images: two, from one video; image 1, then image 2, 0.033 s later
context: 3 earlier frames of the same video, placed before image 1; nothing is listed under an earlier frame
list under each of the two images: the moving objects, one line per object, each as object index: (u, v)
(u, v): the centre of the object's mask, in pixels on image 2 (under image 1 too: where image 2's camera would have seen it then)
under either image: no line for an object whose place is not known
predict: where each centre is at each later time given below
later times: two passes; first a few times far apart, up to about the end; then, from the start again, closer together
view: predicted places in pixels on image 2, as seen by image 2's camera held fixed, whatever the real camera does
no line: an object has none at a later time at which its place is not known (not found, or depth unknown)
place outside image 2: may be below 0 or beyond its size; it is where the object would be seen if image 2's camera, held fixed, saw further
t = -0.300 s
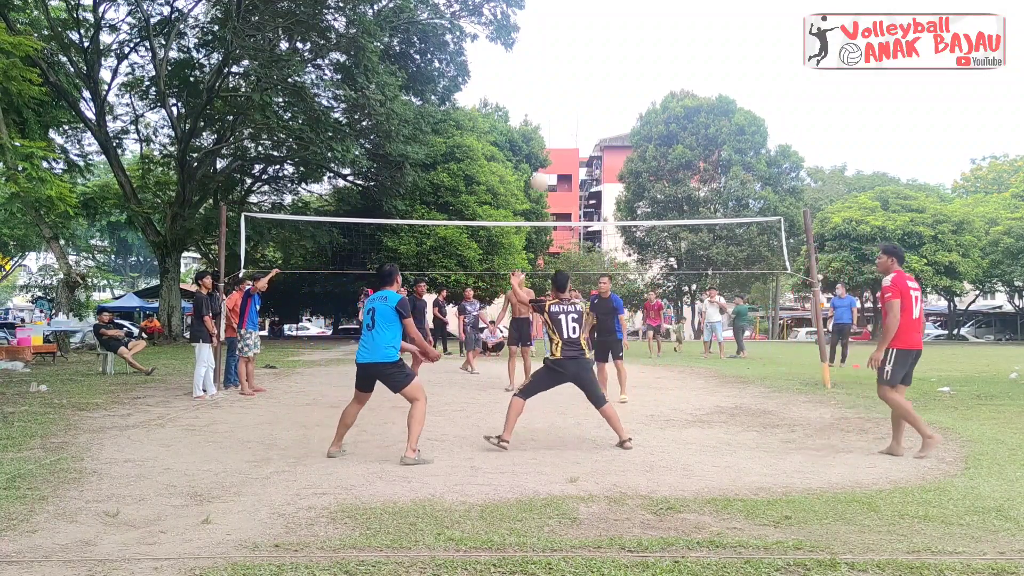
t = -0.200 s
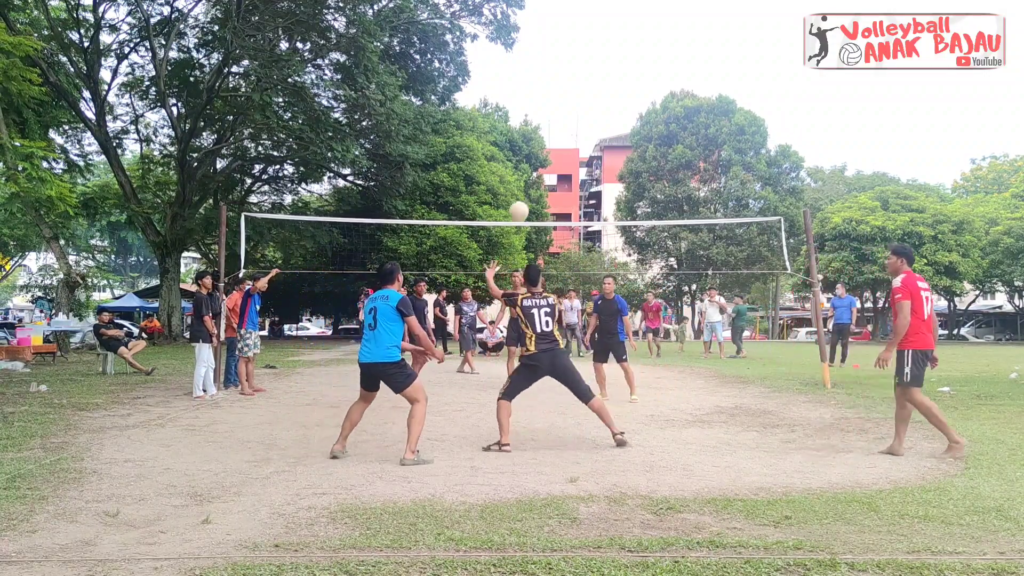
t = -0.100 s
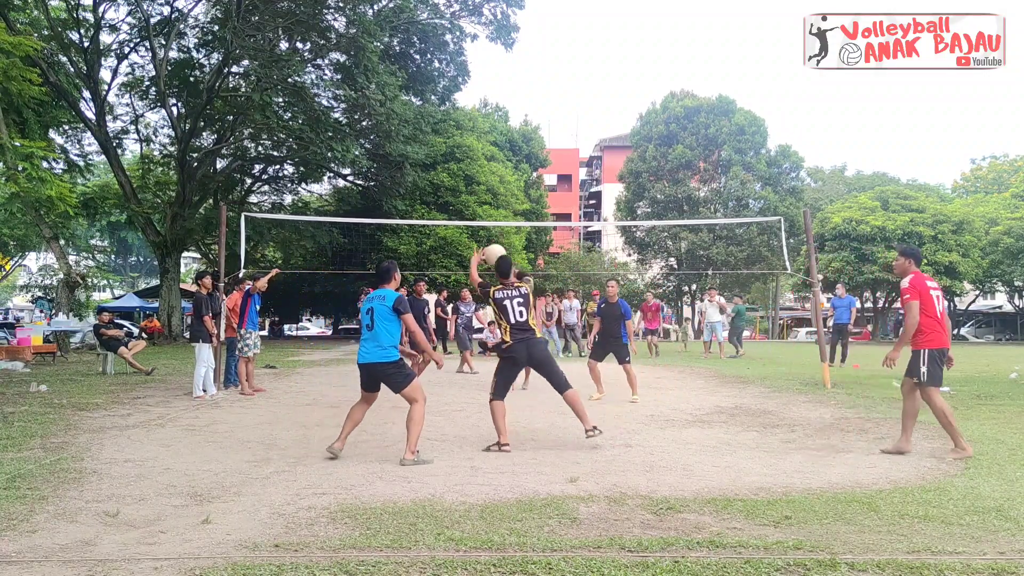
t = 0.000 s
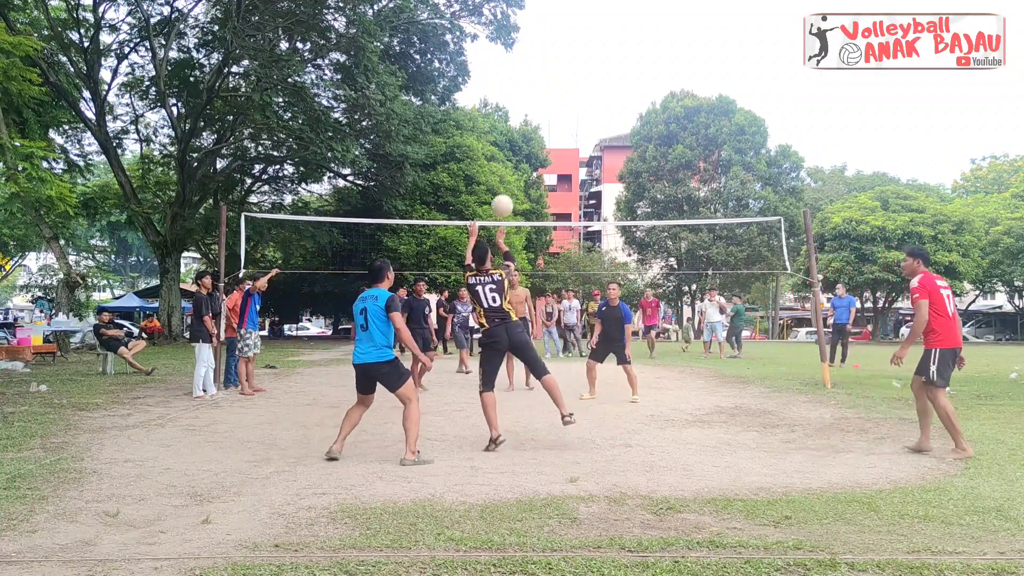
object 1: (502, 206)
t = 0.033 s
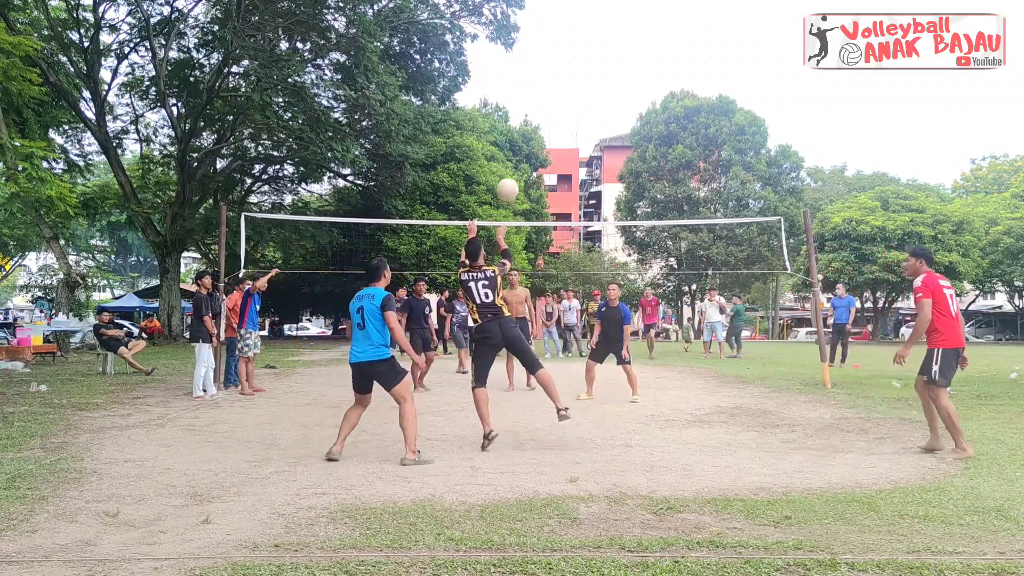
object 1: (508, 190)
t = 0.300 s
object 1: (549, 100)
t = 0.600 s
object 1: (594, 88)
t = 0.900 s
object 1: (636, 162)
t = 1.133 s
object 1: (666, 276)
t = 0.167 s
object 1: (529, 136)
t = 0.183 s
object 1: (530, 131)
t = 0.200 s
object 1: (533, 127)
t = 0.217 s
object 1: (536, 121)
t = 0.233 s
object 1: (539, 117)
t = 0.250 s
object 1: (541, 112)
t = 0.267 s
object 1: (544, 108)
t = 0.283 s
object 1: (547, 104)
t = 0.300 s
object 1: (549, 100)
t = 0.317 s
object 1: (551, 98)
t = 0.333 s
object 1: (554, 95)
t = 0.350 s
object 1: (557, 93)
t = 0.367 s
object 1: (559, 90)
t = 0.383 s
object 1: (562, 88)
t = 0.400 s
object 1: (564, 87)
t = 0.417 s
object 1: (567, 85)
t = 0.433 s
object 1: (569, 85)
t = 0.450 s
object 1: (572, 84)
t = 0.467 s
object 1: (574, 83)
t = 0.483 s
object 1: (577, 83)
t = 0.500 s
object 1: (579, 83)
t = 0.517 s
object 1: (581, 83)
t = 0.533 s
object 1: (584, 84)
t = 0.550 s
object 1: (587, 84)
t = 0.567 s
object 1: (589, 86)
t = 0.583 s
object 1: (591, 87)
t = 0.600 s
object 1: (594, 88)
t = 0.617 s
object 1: (596, 90)
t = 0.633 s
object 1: (599, 92)
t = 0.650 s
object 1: (601, 95)
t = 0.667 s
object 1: (604, 98)
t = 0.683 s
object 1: (606, 101)
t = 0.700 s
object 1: (608, 104)
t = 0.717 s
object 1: (611, 108)
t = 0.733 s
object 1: (613, 111)
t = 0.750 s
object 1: (615, 116)
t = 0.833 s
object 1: (628, 138)
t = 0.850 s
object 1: (630, 143)
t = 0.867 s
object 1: (632, 149)
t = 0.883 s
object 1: (634, 155)
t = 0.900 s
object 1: (636, 162)
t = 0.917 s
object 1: (639, 168)
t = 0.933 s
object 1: (641, 175)
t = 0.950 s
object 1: (643, 182)
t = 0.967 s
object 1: (645, 189)
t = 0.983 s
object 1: (647, 197)
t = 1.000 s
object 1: (650, 204)
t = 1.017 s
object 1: (651, 212)
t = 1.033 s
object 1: (654, 221)
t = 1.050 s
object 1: (656, 230)
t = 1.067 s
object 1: (658, 238)
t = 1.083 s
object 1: (660, 247)
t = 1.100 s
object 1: (662, 256)
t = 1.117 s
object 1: (664, 266)
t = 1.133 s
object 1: (666, 276)
